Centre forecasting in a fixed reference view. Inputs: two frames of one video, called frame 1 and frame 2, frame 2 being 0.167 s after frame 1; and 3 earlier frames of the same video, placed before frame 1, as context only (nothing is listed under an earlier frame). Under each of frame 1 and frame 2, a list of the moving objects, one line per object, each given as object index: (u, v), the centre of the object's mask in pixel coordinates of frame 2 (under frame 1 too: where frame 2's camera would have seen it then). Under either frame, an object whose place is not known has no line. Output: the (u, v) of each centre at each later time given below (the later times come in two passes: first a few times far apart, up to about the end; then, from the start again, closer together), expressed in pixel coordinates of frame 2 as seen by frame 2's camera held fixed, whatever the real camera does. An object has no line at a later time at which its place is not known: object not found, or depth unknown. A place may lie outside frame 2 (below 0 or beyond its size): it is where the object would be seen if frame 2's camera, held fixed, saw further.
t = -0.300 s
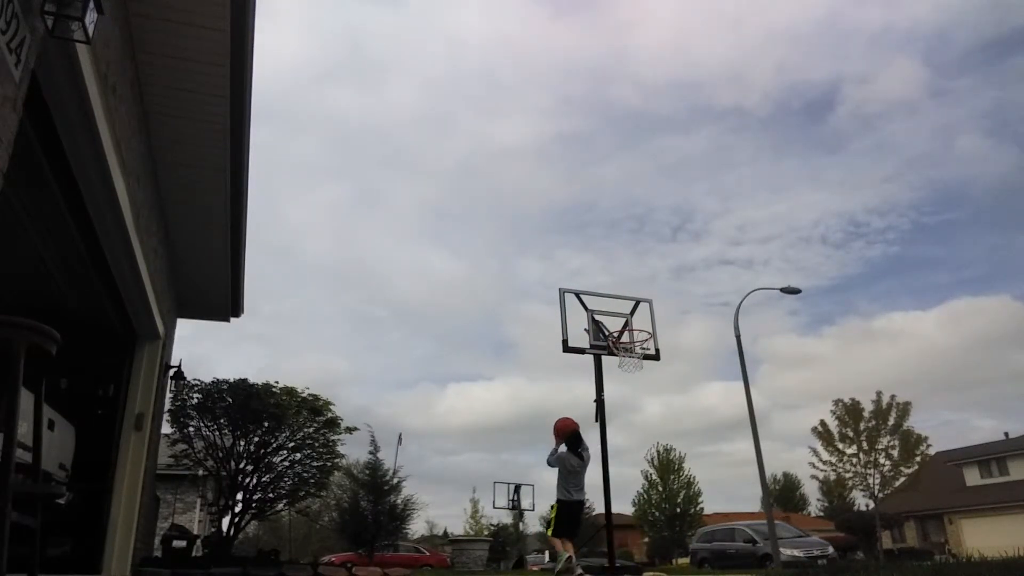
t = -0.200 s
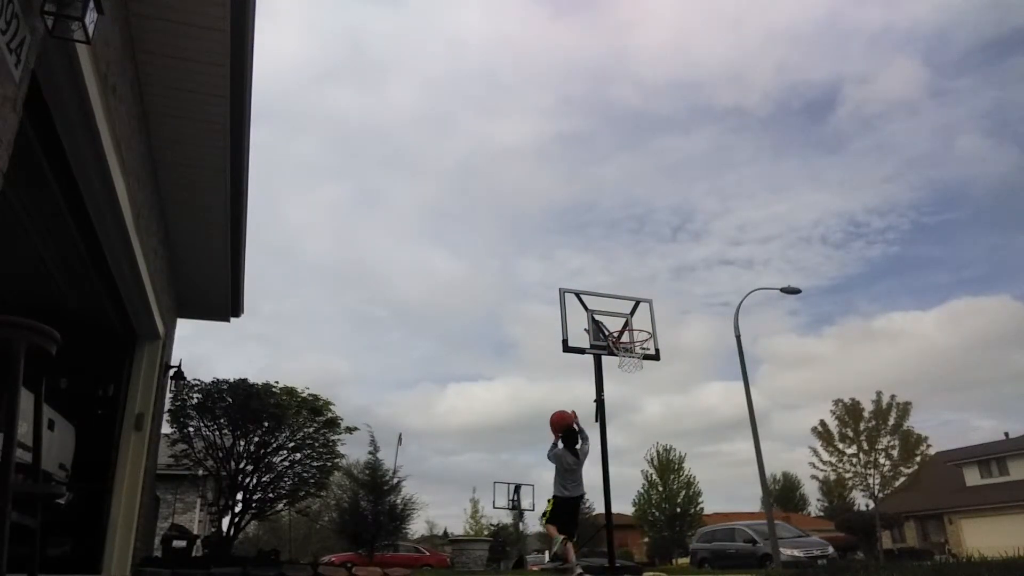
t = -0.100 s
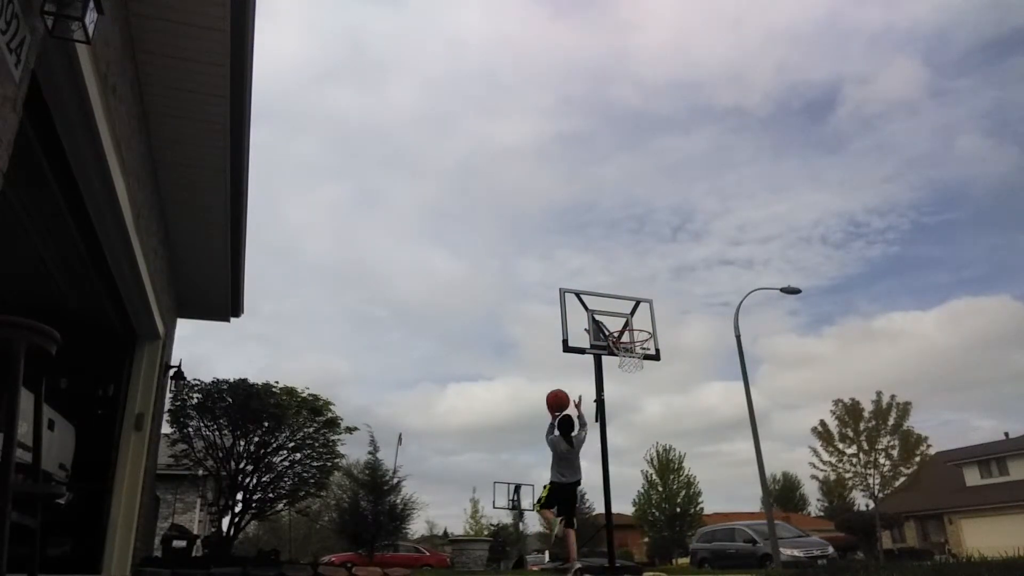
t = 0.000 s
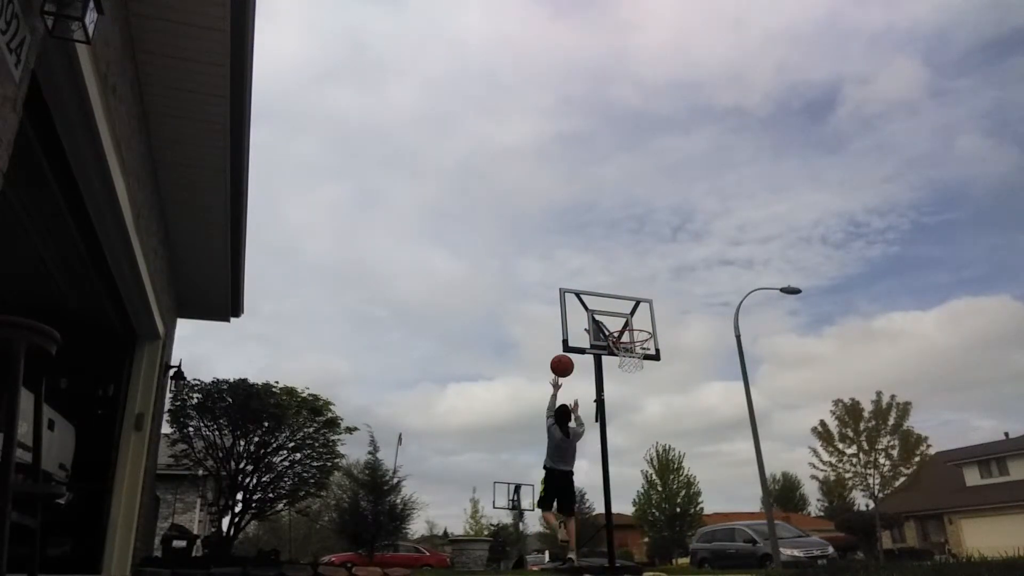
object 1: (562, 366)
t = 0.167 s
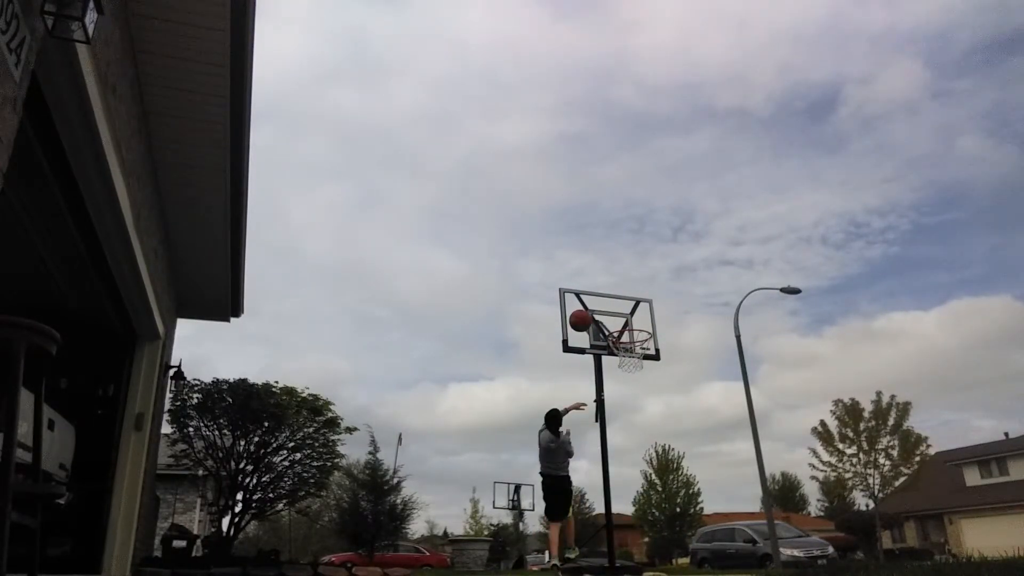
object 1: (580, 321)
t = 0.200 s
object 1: (584, 315)
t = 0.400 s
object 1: (607, 301)
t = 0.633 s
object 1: (636, 326)
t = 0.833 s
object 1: (663, 385)
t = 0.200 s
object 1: (584, 315)
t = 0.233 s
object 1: (588, 310)
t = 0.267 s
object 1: (591, 306)
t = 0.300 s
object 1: (595, 303)
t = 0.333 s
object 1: (599, 302)
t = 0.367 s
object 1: (603, 301)
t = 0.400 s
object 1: (607, 301)
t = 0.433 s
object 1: (611, 301)
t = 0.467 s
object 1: (615, 303)
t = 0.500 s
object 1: (619, 306)
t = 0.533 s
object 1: (623, 310)
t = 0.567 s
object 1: (627, 314)
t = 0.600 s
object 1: (631, 320)
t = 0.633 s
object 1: (636, 326)
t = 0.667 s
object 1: (640, 334)
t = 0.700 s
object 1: (644, 342)
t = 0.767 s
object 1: (653, 362)
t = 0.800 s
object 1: (658, 373)
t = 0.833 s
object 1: (663, 385)
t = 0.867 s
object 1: (668, 398)
